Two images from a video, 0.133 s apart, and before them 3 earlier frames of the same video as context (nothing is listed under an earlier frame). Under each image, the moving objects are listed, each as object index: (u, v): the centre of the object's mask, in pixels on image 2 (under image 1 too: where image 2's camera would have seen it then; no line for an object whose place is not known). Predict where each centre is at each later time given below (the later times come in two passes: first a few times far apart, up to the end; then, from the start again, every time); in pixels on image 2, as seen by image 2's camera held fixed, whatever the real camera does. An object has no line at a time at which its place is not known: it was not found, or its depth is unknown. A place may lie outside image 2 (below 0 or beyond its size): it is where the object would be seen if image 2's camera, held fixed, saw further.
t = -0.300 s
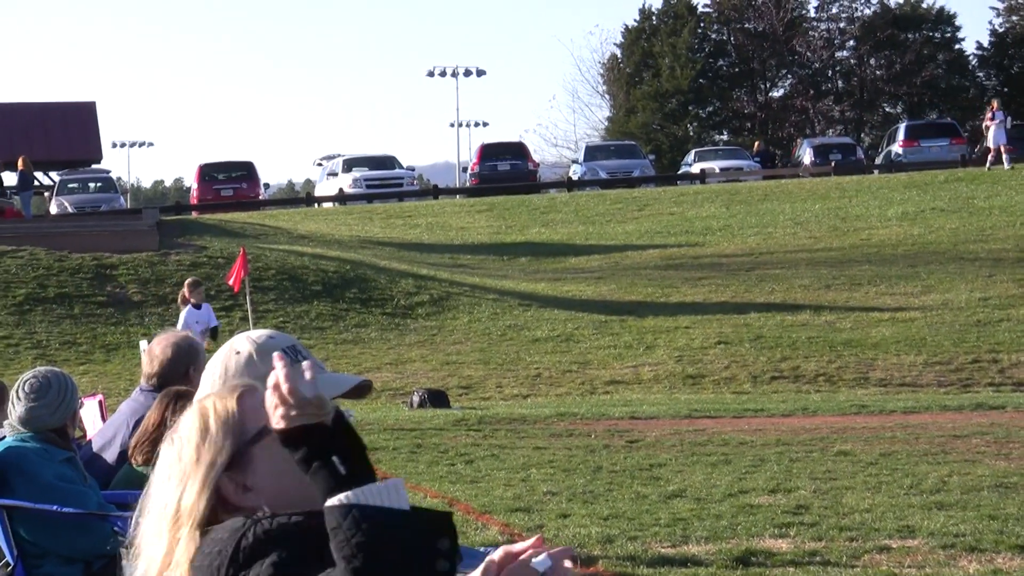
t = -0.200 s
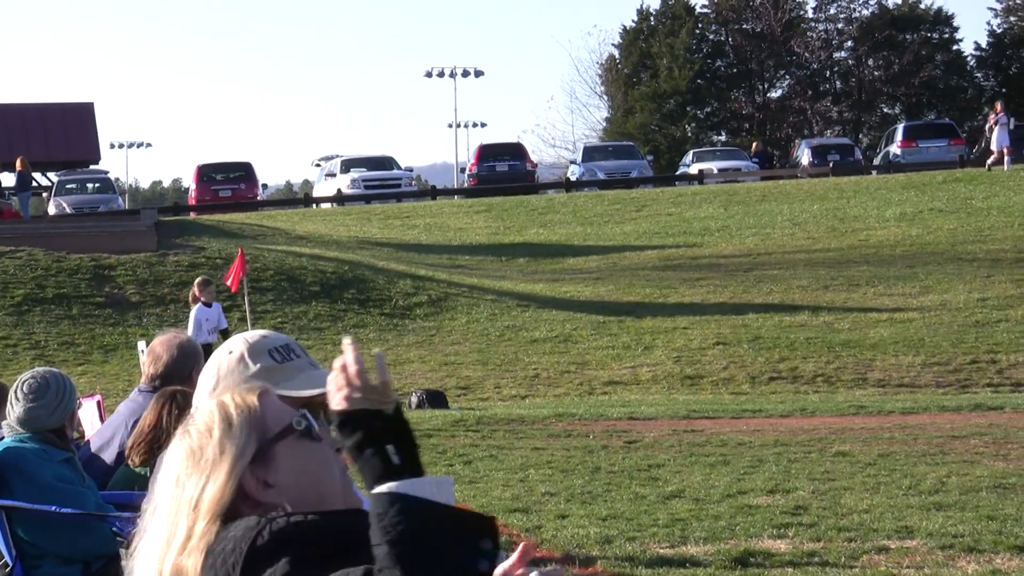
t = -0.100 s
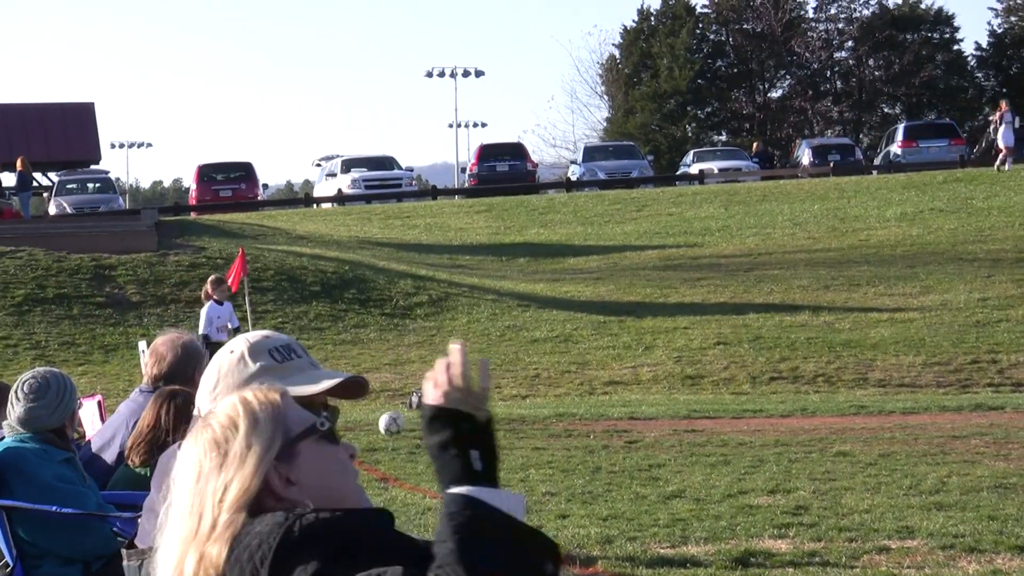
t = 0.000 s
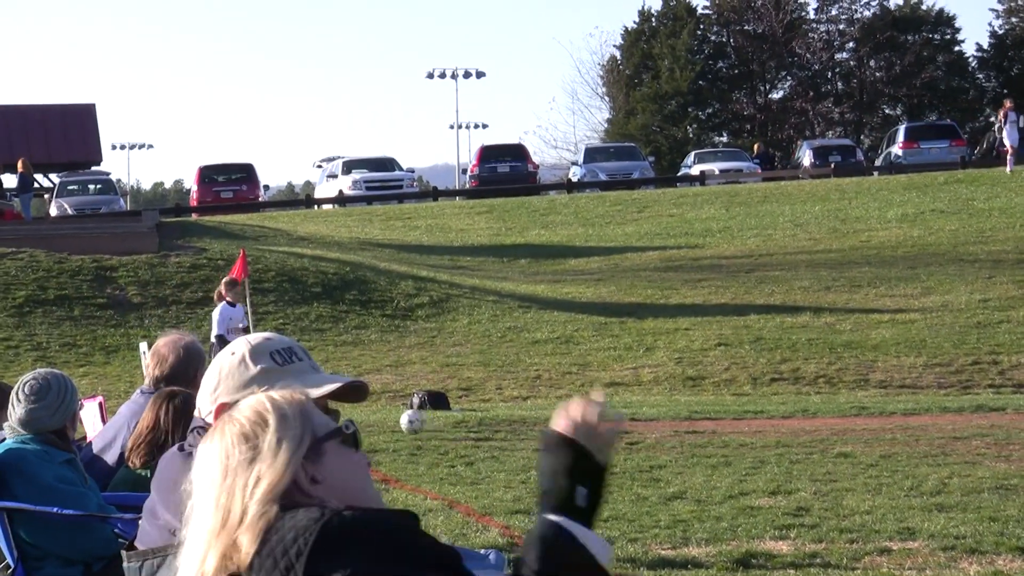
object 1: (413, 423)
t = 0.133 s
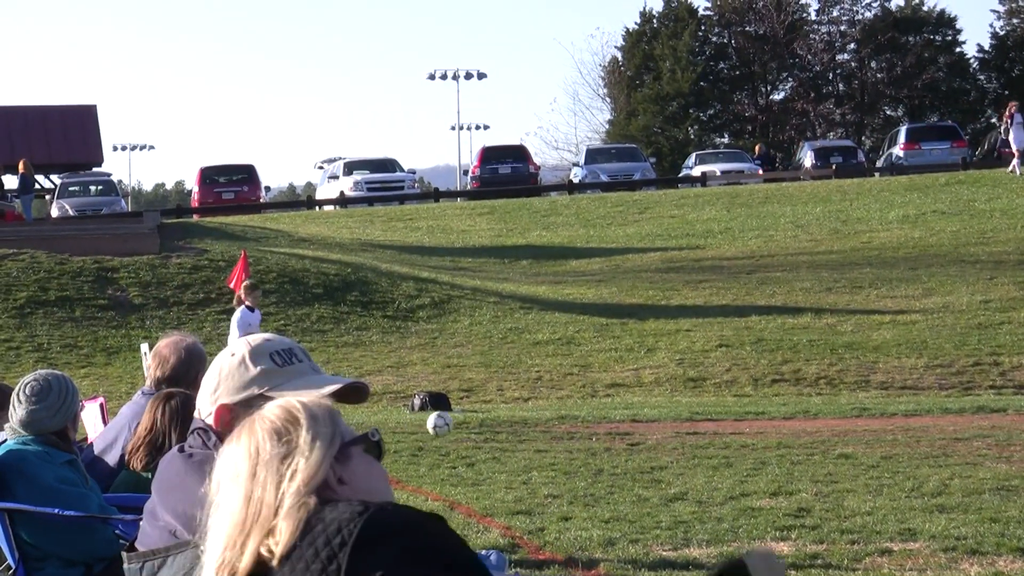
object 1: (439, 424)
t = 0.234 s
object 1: (454, 418)
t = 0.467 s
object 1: (489, 421)
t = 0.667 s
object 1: (518, 432)
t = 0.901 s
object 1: (551, 433)
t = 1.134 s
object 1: (586, 431)
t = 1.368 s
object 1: (620, 432)
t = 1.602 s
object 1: (650, 432)
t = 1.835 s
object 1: (683, 434)
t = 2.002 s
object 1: (705, 435)
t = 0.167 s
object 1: (444, 420)
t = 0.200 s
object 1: (449, 419)
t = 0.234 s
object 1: (454, 418)
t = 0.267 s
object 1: (459, 419)
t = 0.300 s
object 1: (465, 422)
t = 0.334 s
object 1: (471, 426)
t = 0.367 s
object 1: (476, 431)
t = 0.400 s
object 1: (481, 428)
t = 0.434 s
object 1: (485, 424)
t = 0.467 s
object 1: (489, 421)
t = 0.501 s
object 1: (493, 420)
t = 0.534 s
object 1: (499, 419)
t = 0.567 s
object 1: (503, 420)
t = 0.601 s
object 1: (509, 423)
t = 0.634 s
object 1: (514, 427)
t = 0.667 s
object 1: (518, 432)
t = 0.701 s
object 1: (523, 431)
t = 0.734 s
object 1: (528, 429)
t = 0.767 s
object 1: (532, 427)
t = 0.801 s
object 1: (537, 427)
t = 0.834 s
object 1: (541, 427)
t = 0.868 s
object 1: (546, 429)
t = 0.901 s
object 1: (551, 433)
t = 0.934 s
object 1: (557, 431)
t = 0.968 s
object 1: (561, 429)
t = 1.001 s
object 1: (567, 428)
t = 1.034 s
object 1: (571, 428)
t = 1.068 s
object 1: (576, 429)
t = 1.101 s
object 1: (581, 431)
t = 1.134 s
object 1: (586, 431)
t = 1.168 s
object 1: (591, 432)
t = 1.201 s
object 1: (595, 432)
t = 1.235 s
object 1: (601, 432)
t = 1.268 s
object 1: (606, 431)
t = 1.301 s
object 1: (611, 432)
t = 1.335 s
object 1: (616, 433)
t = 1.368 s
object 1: (620, 432)
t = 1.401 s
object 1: (624, 430)
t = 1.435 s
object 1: (629, 429)
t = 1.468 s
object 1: (633, 429)
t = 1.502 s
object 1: (637, 430)
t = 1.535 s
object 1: (641, 431)
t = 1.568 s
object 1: (645, 434)
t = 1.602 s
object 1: (650, 432)
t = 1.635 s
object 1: (655, 431)
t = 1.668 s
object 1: (660, 431)
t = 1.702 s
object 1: (664, 431)
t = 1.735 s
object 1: (669, 433)
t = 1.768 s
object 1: (674, 436)
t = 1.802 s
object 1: (678, 434)
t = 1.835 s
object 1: (683, 434)
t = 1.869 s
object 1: (686, 436)
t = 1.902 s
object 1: (692, 436)
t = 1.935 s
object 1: (696, 436)
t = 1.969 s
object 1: (701, 436)
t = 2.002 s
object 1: (705, 435)
